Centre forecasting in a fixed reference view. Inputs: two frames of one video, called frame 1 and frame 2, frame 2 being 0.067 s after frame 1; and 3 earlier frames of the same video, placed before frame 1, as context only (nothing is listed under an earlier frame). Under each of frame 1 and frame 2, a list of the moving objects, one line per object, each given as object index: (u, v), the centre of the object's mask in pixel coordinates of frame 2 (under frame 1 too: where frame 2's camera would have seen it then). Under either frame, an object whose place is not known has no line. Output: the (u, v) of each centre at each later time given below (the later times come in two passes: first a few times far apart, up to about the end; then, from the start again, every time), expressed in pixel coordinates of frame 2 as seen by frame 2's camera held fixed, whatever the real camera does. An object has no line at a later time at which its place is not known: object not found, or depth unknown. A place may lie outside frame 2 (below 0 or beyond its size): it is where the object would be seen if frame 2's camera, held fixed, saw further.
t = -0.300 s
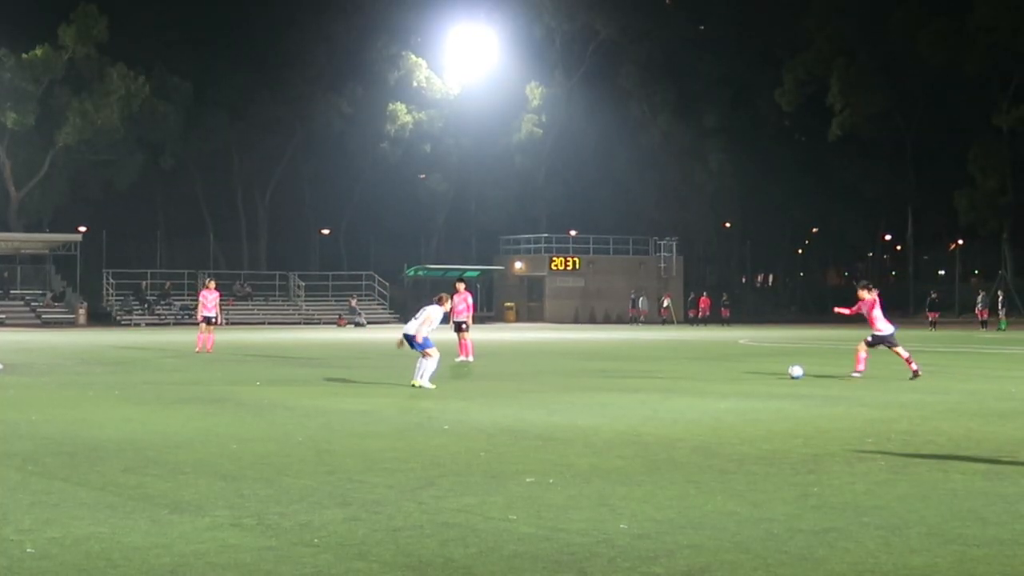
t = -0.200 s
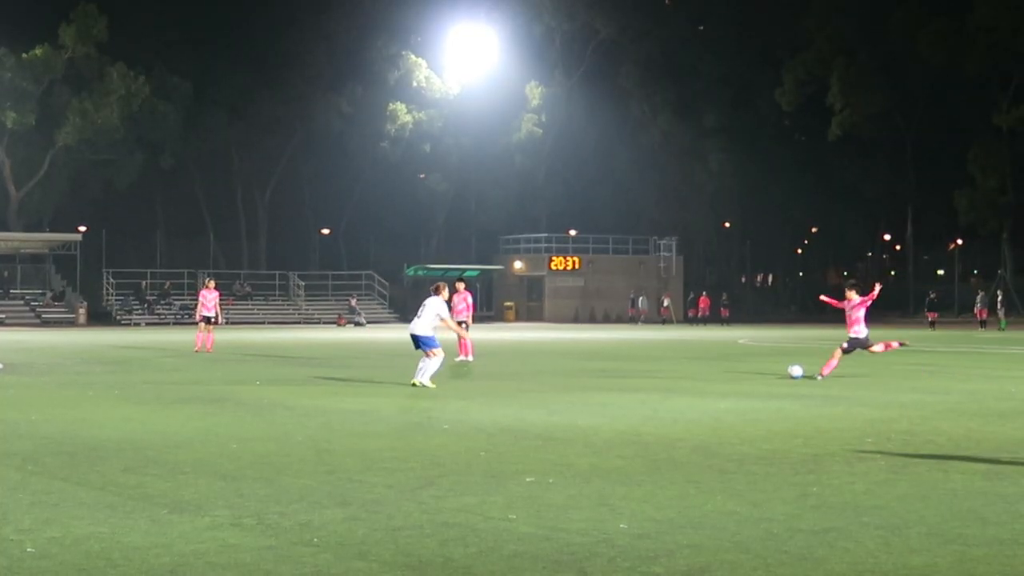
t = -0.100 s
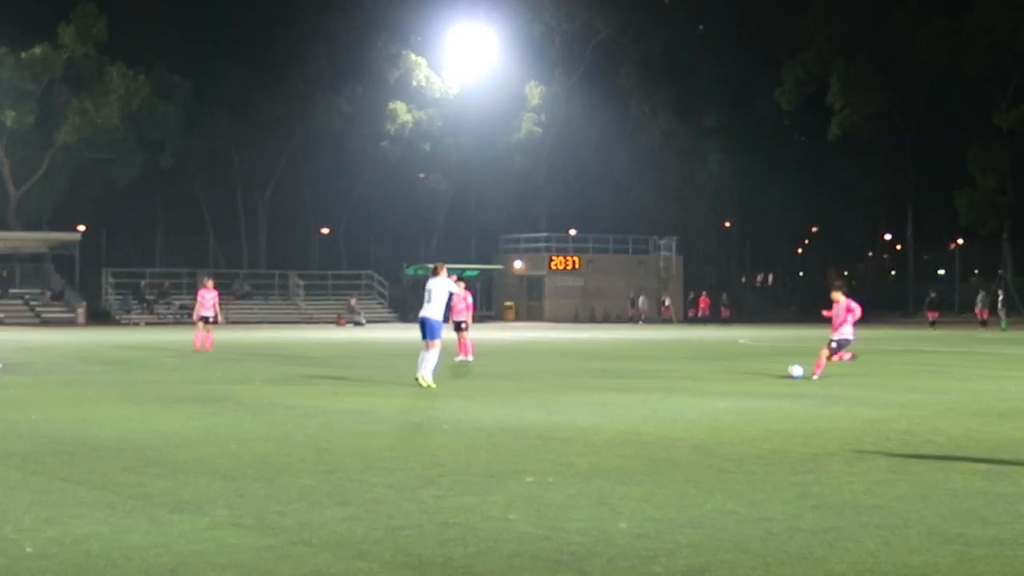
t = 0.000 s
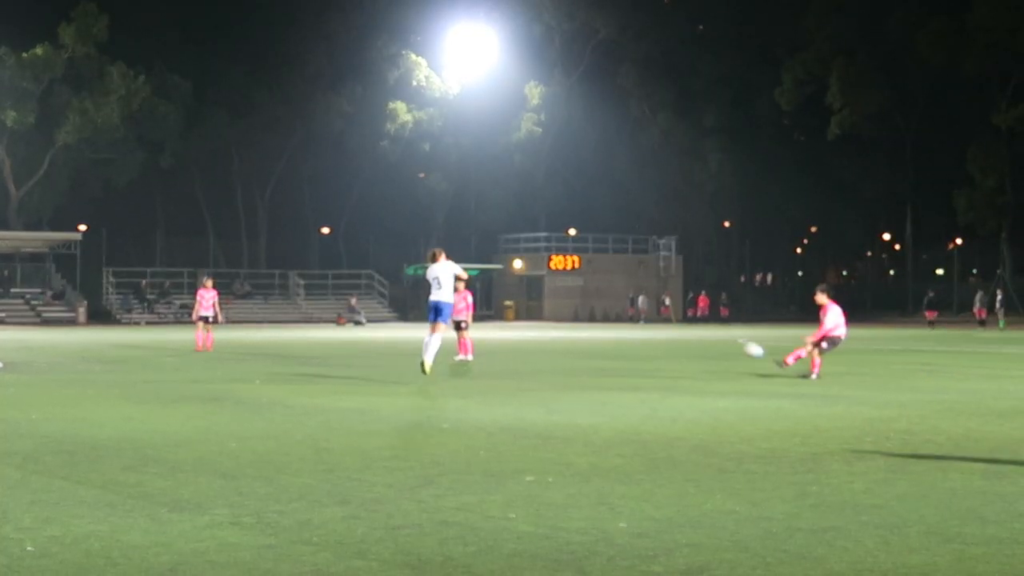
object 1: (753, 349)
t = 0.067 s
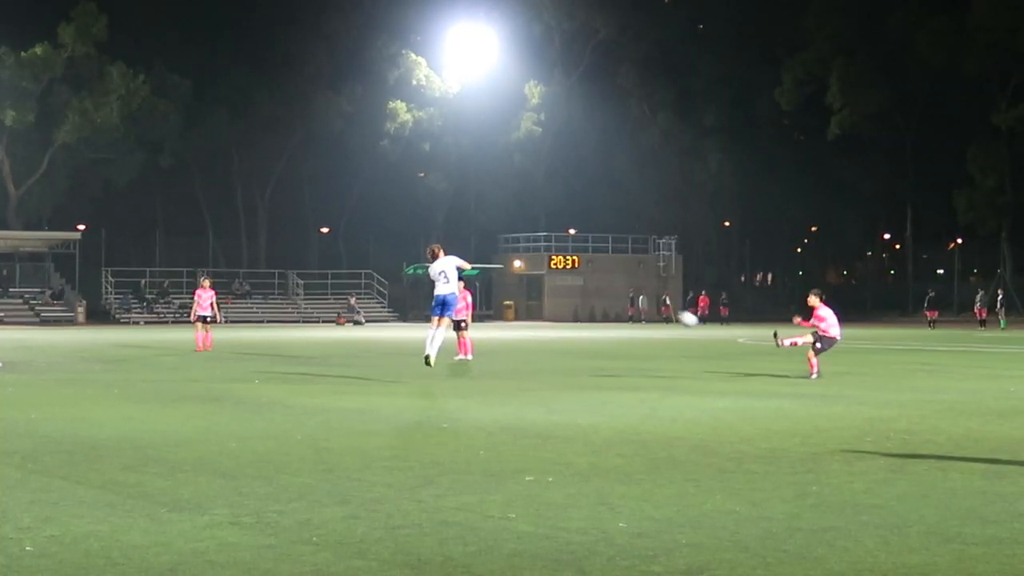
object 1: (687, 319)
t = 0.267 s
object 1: (481, 230)
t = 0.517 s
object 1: (195, 128)
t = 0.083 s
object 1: (671, 312)
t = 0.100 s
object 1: (652, 304)
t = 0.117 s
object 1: (638, 296)
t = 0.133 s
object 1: (621, 288)
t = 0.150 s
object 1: (603, 281)
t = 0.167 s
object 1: (587, 274)
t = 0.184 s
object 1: (570, 267)
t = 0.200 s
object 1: (551, 258)
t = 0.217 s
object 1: (534, 251)
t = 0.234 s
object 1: (516, 244)
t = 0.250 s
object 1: (498, 237)
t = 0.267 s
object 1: (481, 230)
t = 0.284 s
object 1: (463, 223)
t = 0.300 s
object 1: (445, 216)
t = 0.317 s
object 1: (426, 209)
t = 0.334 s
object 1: (408, 202)
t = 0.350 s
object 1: (390, 195)
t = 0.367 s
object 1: (371, 188)
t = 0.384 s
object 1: (352, 181)
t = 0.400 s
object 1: (333, 175)
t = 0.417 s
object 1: (313, 168)
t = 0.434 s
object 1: (294, 161)
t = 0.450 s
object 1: (275, 155)
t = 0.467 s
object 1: (255, 148)
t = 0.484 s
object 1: (235, 141)
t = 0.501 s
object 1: (216, 135)
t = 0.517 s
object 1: (195, 128)
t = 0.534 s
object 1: (174, 122)
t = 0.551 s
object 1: (154, 116)
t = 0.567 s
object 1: (132, 109)
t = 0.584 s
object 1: (110, 103)
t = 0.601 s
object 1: (88, 96)
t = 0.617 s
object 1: (65, 90)
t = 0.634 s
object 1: (42, 84)
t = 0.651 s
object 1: (19, 77)
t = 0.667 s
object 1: (-5, 71)
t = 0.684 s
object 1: (-31, 65)
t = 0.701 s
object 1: (-55, 59)
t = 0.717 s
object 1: (-79, 53)
